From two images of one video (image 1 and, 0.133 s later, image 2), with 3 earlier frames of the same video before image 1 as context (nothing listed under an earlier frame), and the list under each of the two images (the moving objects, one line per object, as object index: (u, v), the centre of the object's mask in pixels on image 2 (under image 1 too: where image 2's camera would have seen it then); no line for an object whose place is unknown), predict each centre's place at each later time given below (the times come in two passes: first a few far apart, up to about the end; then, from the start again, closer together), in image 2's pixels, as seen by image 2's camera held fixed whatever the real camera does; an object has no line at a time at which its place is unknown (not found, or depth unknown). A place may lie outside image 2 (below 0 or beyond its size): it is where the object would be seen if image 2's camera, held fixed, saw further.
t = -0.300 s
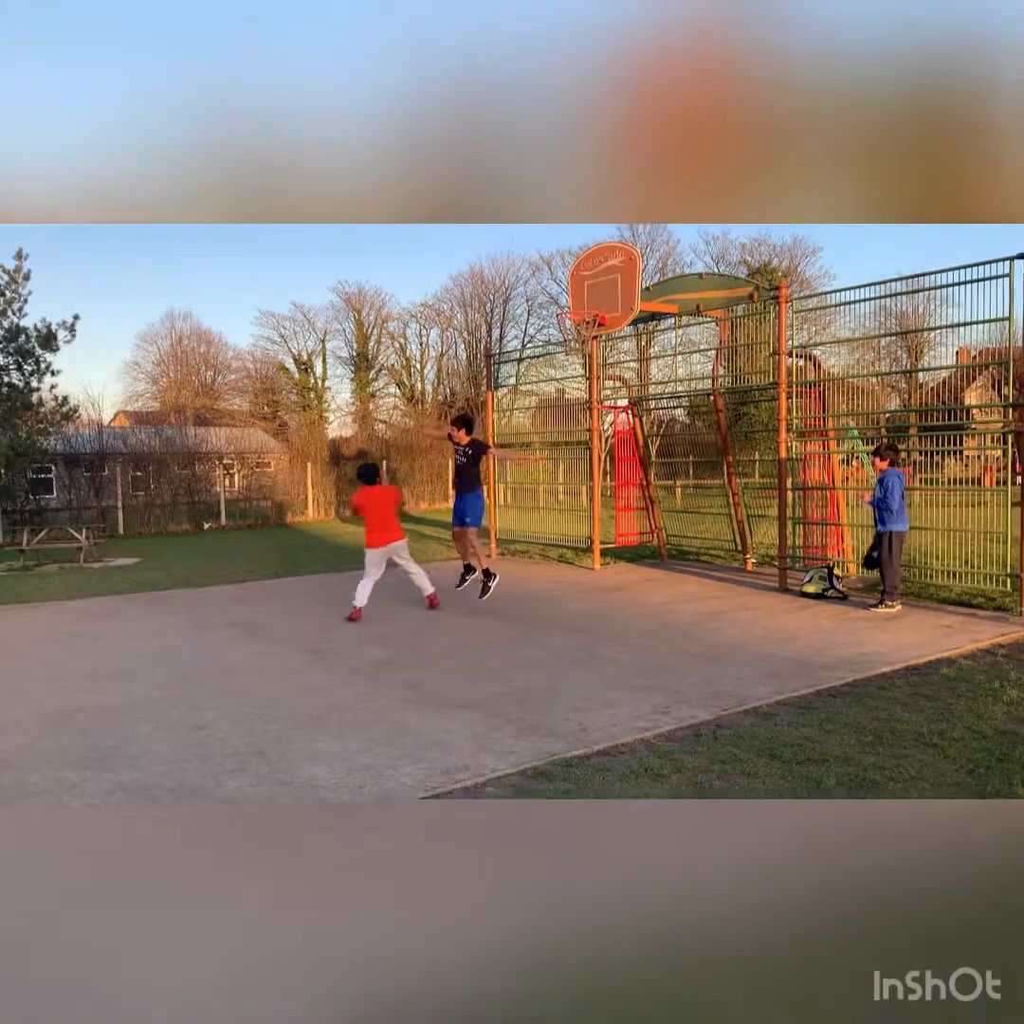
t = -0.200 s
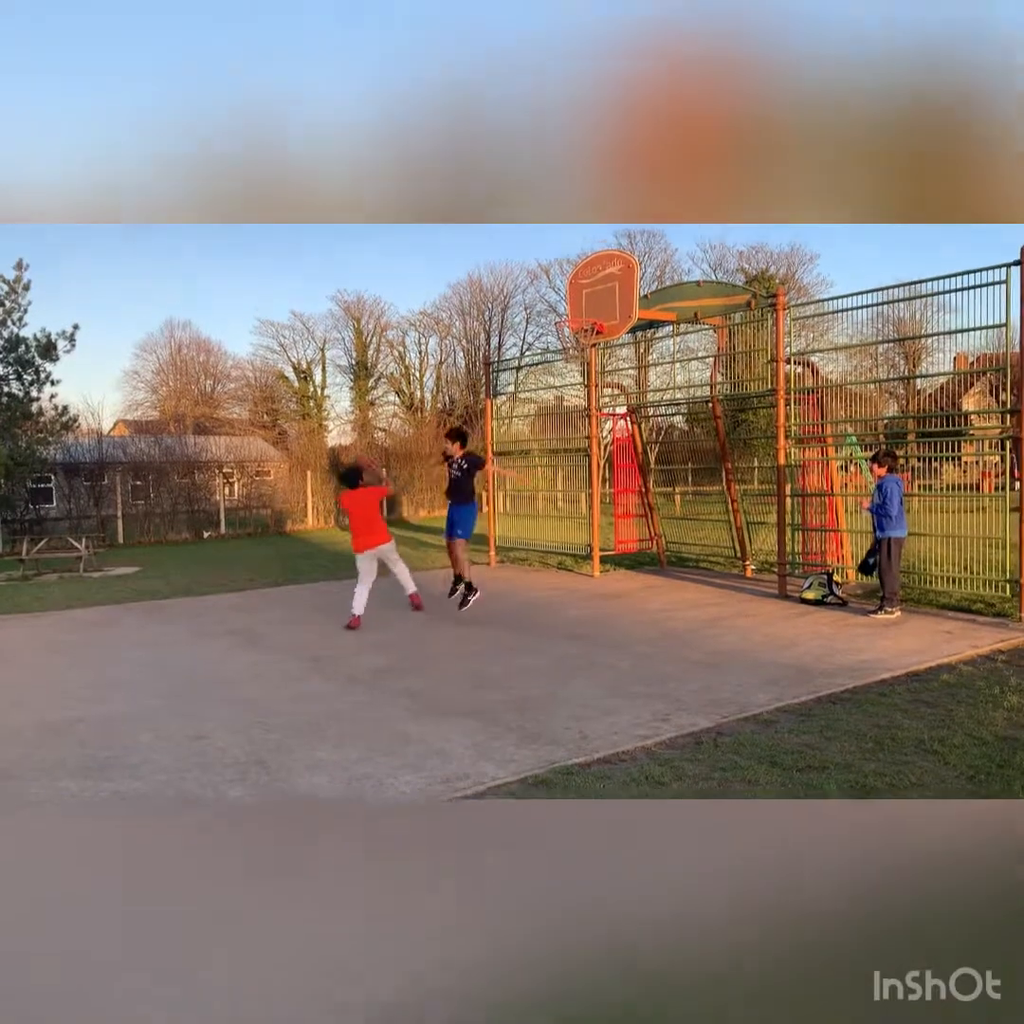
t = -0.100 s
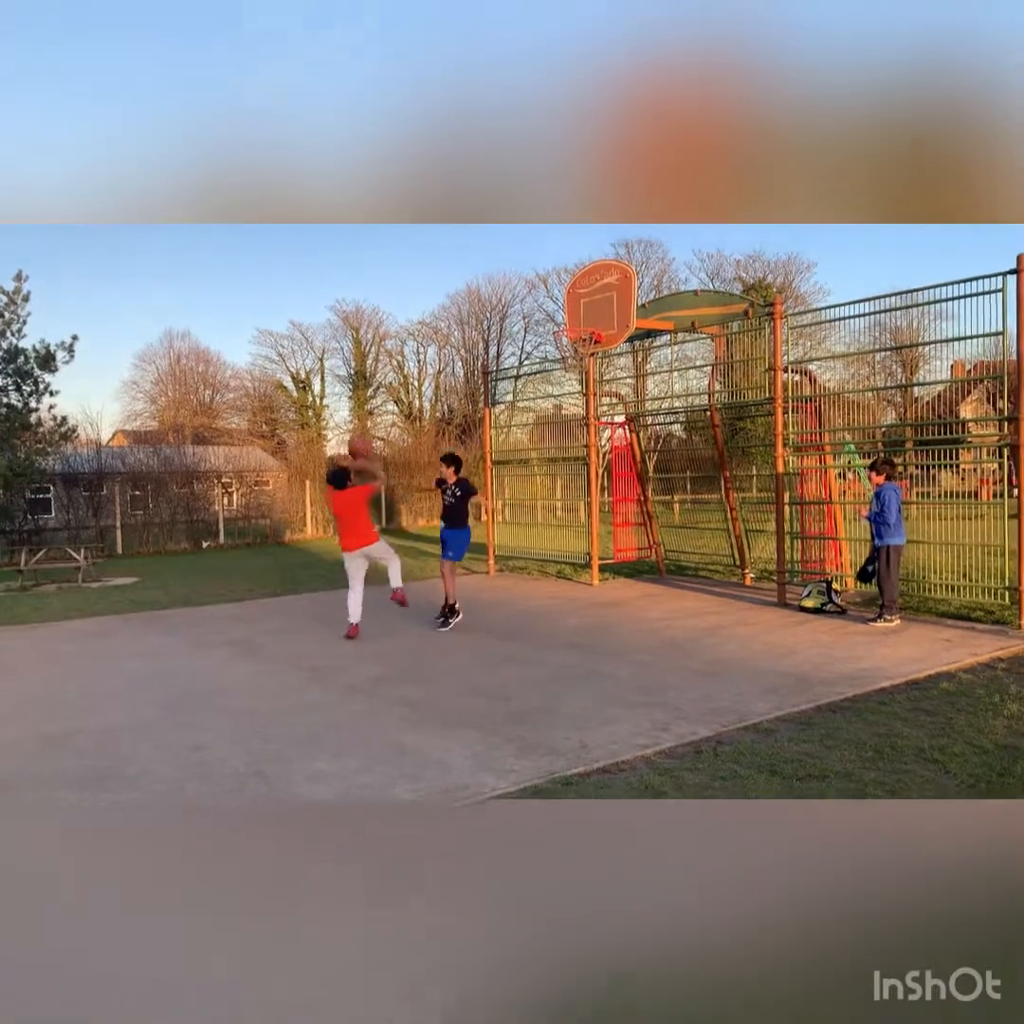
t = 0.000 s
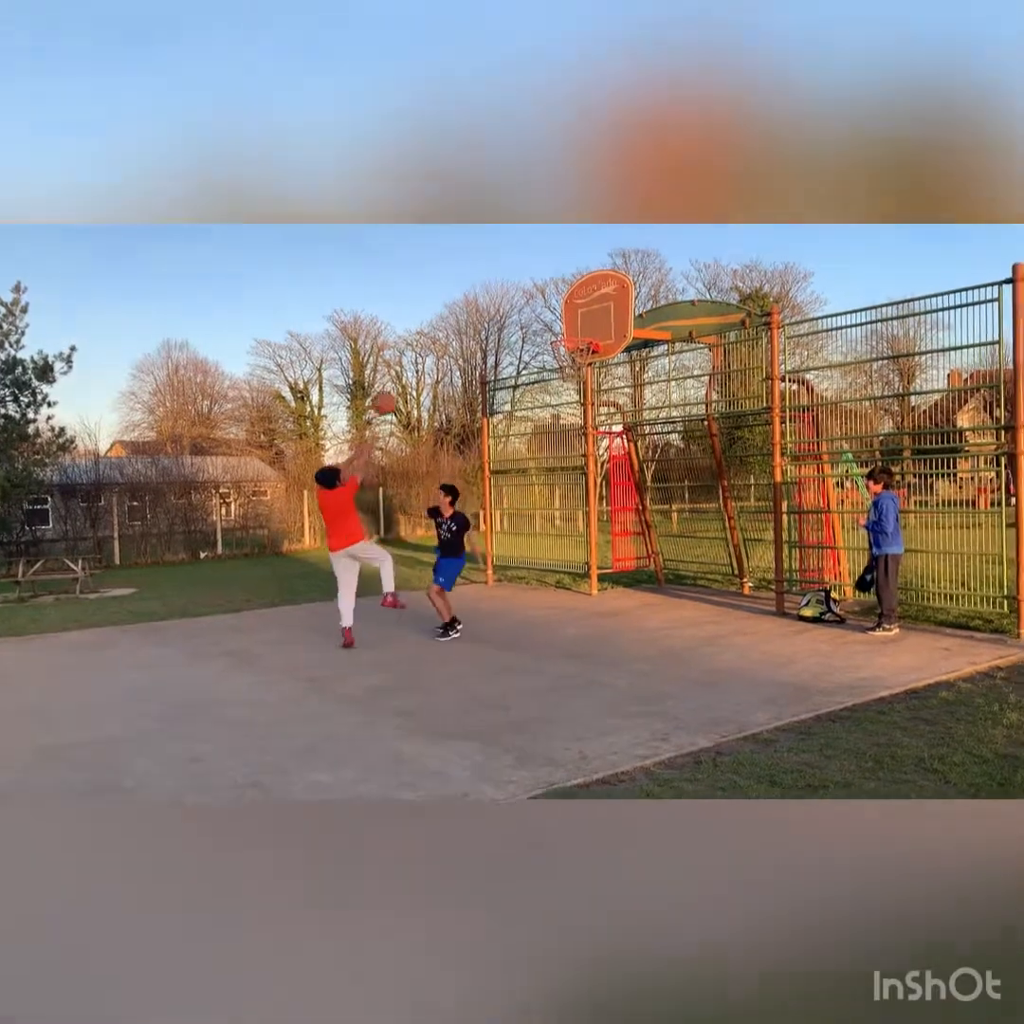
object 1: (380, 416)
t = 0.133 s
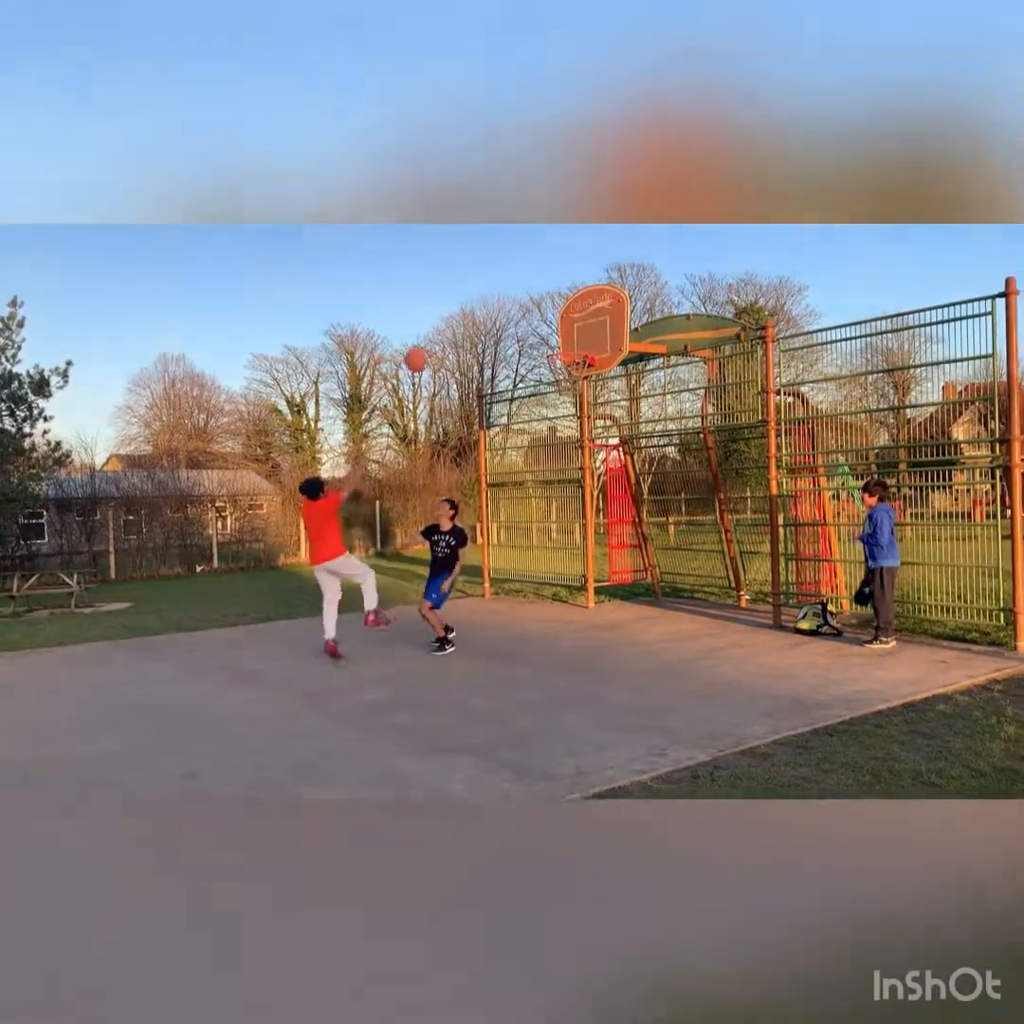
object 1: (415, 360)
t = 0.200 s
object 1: (434, 340)
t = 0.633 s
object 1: (540, 318)
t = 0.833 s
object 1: (572, 362)
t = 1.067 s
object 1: (556, 373)
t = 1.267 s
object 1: (567, 381)
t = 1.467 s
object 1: (572, 394)
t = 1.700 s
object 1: (584, 437)
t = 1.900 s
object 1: (596, 512)
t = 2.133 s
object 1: (606, 613)
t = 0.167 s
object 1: (424, 349)
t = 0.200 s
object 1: (434, 340)
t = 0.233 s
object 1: (443, 331)
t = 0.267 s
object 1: (450, 324)
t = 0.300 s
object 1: (459, 319)
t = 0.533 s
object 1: (517, 307)
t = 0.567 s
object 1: (525, 311)
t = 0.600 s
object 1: (533, 314)
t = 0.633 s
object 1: (540, 318)
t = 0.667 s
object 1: (550, 324)
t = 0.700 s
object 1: (555, 330)
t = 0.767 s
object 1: (570, 344)
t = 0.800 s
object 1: (581, 352)
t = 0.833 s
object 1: (572, 362)
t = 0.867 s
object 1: (562, 367)
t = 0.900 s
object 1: (559, 369)
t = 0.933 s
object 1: (558, 369)
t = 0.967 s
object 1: (556, 368)
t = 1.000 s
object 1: (555, 369)
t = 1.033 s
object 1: (555, 370)
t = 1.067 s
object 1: (556, 373)
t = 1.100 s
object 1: (555, 373)
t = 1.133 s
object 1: (558, 375)
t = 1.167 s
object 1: (559, 374)
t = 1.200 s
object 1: (564, 379)
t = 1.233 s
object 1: (567, 382)
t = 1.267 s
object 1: (567, 381)
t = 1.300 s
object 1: (568, 382)
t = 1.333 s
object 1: (567, 382)
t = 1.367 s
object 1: (569, 385)
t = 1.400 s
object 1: (569, 388)
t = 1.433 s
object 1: (569, 390)
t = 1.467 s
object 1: (572, 394)
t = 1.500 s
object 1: (573, 397)
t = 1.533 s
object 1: (575, 401)
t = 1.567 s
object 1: (576, 406)
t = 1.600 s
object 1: (578, 413)
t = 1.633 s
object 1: (579, 420)
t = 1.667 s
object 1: (582, 429)
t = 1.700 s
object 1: (584, 437)
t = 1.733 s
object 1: (585, 448)
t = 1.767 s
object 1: (586, 458)
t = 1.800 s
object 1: (590, 473)
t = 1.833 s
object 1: (592, 483)
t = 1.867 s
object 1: (593, 498)
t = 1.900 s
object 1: (596, 512)
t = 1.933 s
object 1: (599, 529)
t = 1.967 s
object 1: (599, 545)
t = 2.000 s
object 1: (599, 563)
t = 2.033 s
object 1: (602, 582)
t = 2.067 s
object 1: (604, 601)
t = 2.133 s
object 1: (606, 613)
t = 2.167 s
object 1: (607, 594)
